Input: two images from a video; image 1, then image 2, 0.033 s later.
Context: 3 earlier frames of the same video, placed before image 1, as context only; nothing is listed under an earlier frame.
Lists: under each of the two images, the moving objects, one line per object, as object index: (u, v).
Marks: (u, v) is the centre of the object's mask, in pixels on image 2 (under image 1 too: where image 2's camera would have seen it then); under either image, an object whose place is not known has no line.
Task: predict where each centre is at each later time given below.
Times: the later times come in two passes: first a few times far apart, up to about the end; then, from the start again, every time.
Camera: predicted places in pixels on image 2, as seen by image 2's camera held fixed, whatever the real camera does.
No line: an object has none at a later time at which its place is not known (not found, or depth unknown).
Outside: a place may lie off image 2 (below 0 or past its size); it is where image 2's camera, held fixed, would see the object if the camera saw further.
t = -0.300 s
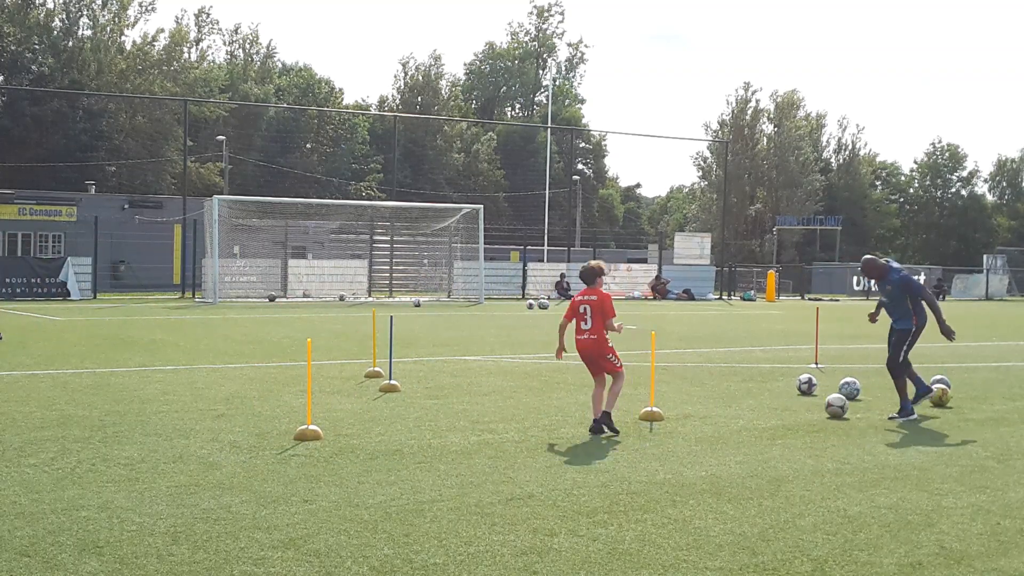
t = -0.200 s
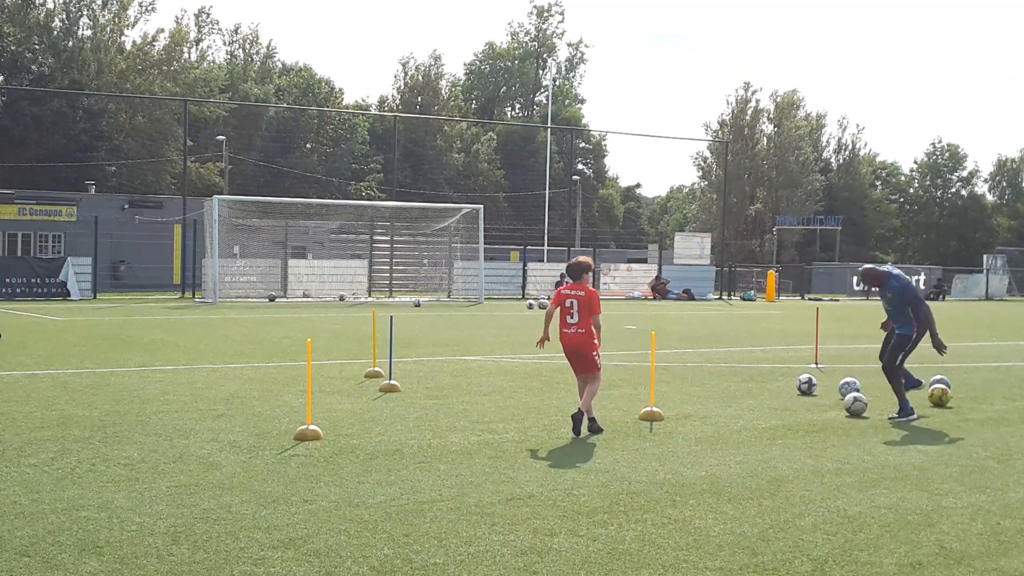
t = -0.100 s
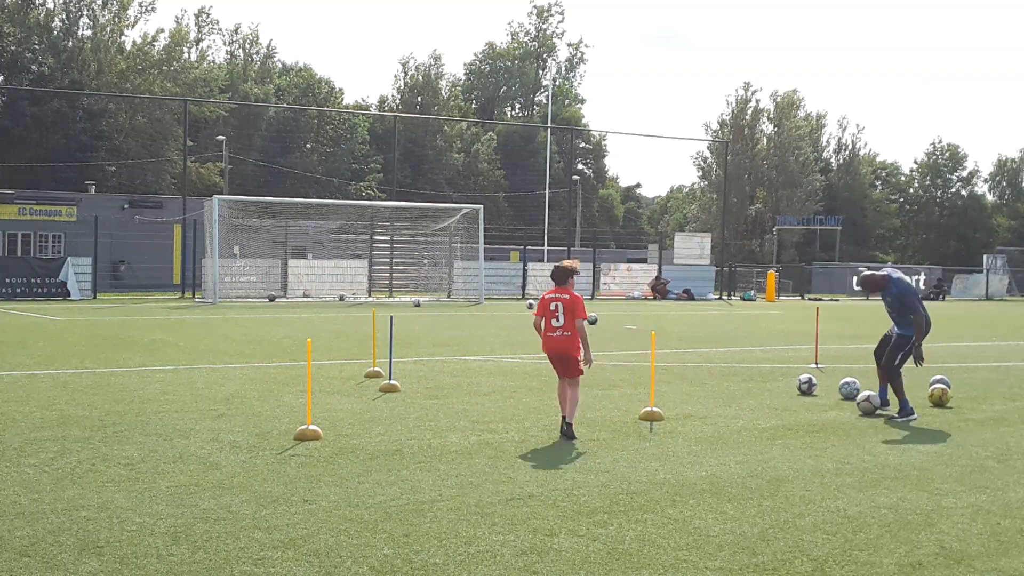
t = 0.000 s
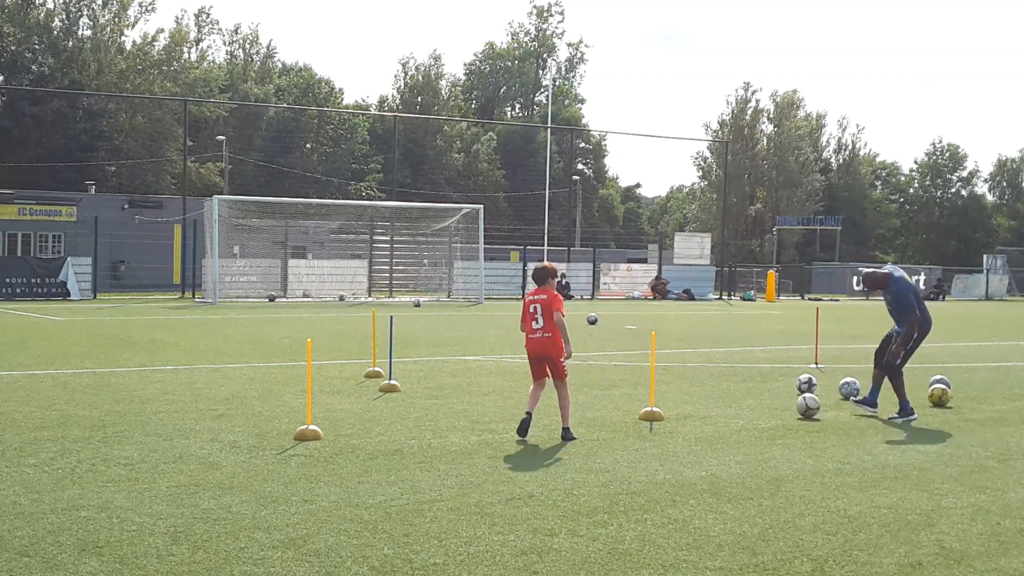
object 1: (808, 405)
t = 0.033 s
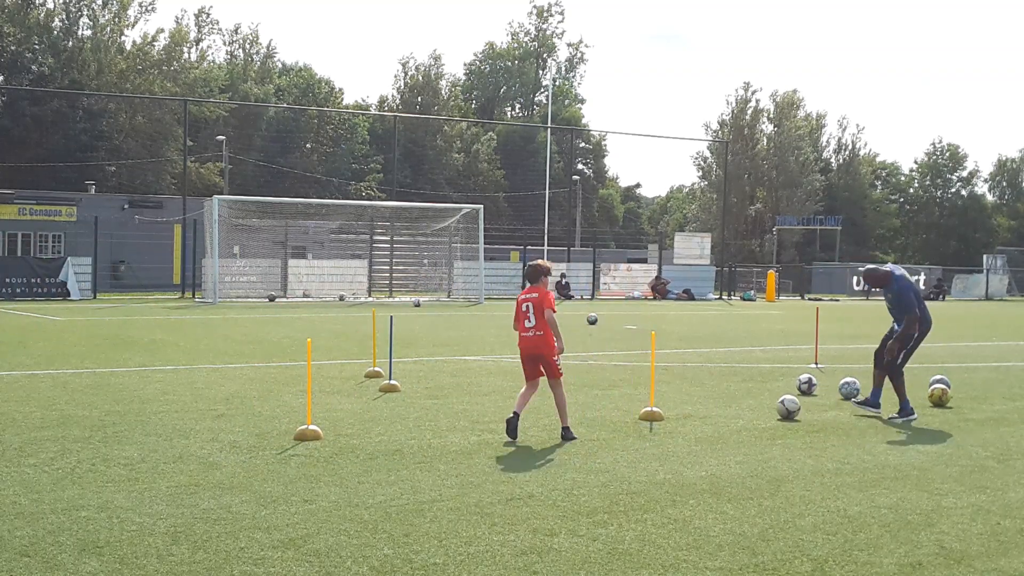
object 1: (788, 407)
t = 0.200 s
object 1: (698, 411)
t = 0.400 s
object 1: (603, 417)
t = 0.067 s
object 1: (770, 408)
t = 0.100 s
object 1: (752, 408)
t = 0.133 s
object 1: (733, 409)
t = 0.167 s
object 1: (715, 412)
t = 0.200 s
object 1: (698, 411)
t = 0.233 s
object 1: (682, 412)
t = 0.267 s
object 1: (665, 413)
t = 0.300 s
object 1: (649, 415)
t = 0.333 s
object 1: (634, 415)
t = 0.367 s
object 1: (618, 415)
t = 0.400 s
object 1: (603, 417)
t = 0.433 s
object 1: (588, 418)
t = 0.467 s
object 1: (574, 417)
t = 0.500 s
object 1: (559, 418)
